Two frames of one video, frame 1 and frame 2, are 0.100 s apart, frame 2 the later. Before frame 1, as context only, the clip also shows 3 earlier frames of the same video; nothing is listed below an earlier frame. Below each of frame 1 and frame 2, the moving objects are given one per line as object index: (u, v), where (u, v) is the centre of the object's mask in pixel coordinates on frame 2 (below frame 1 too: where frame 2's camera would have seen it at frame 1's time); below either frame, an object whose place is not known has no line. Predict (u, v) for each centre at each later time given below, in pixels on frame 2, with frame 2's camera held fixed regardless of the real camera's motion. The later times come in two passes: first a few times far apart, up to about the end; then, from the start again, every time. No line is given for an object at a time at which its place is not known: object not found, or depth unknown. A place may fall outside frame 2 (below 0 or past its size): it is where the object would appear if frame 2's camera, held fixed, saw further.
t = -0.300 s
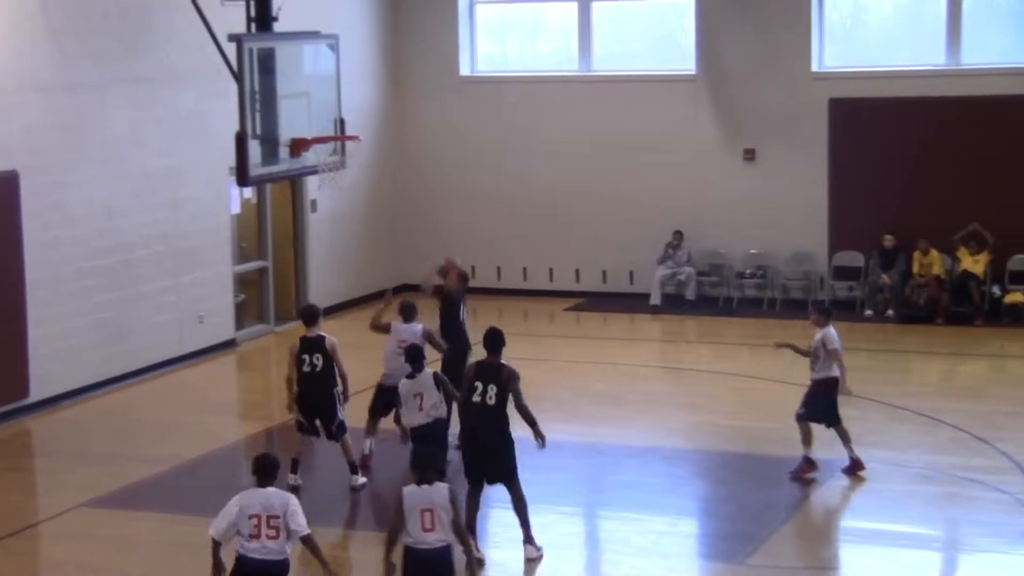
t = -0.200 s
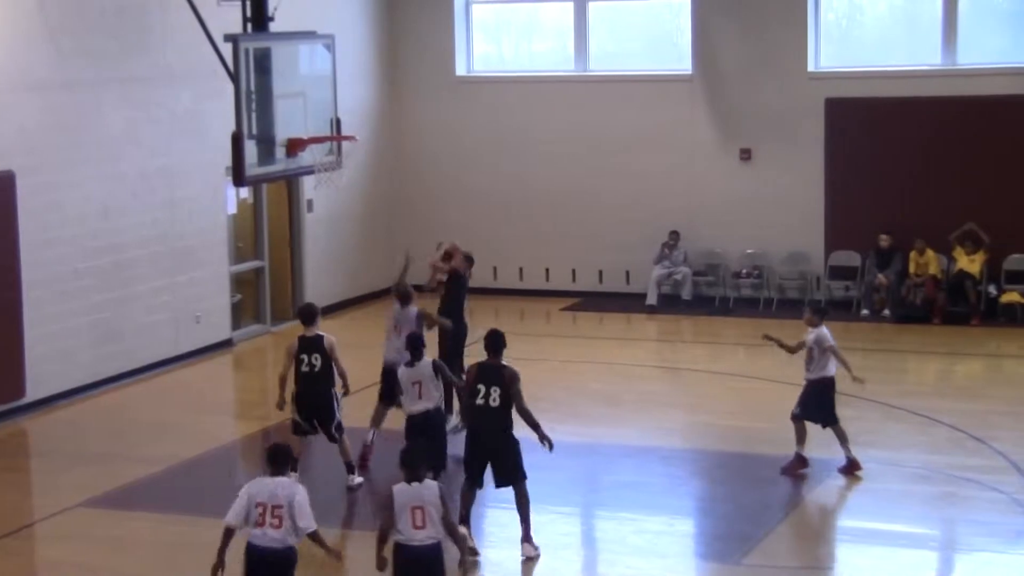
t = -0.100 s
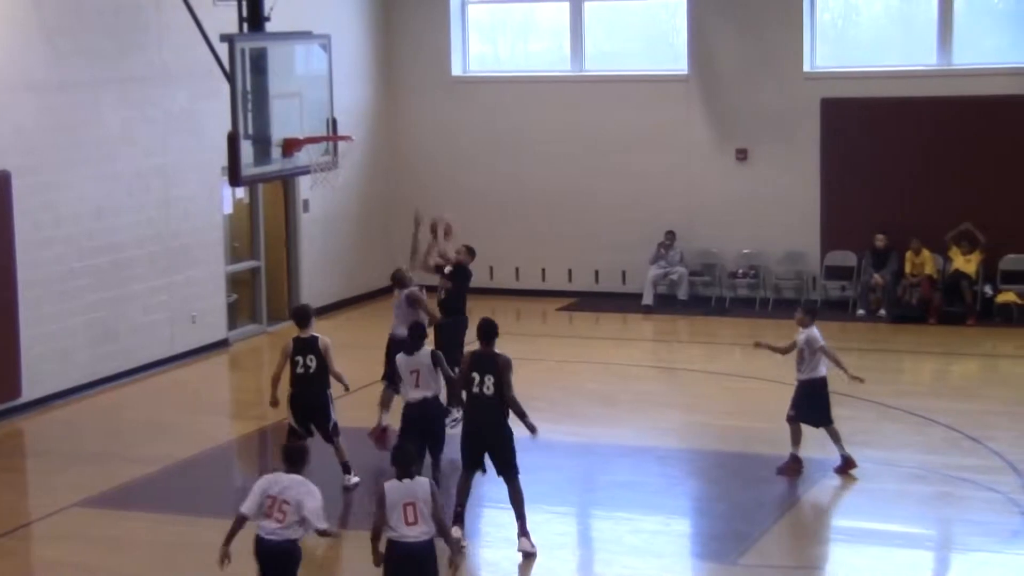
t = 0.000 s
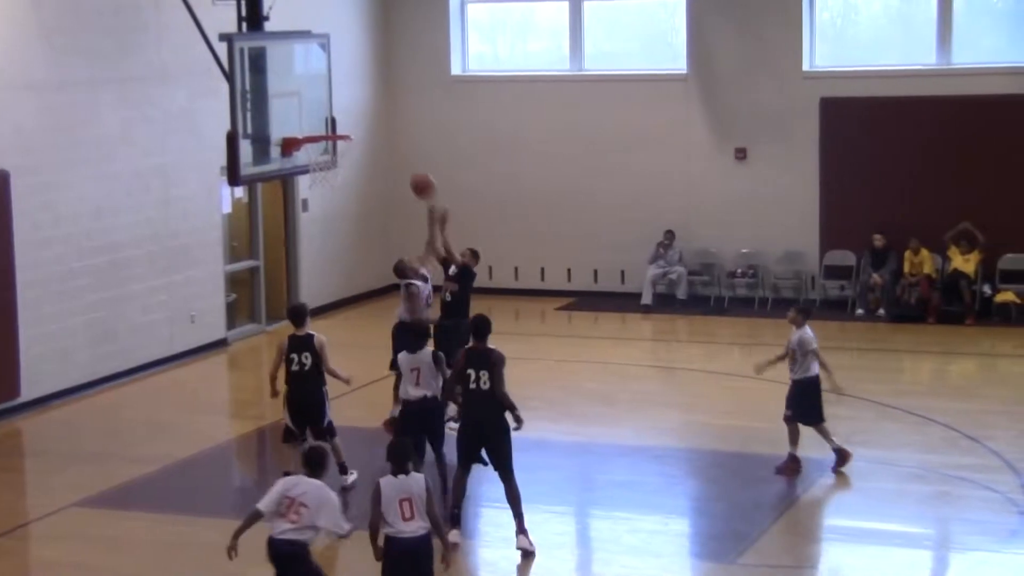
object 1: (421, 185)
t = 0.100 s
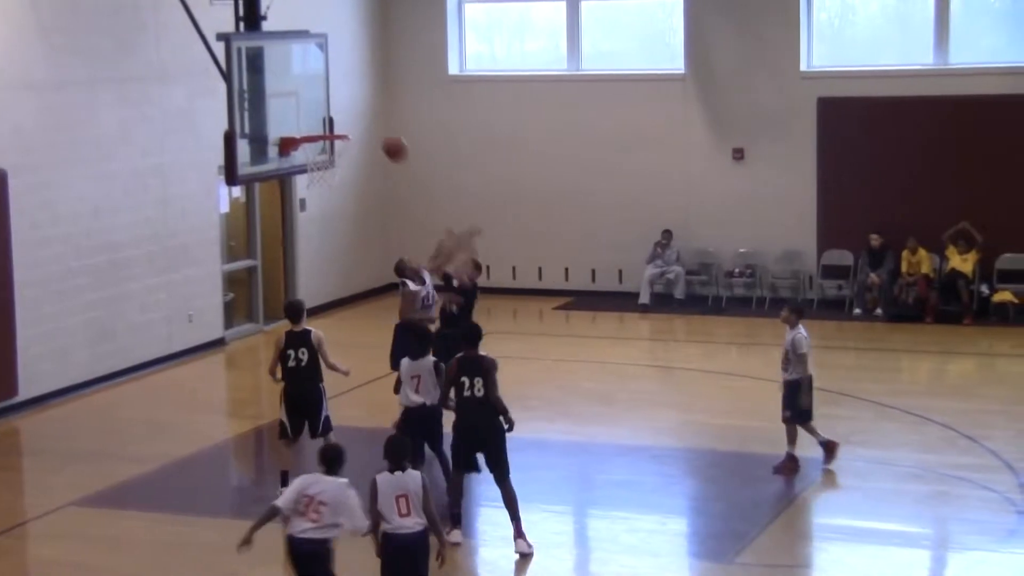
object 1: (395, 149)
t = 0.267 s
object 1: (352, 108)
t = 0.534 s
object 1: (314, 102)
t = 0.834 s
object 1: (330, 166)
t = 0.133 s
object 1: (387, 138)
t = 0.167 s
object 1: (378, 129)
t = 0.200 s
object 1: (370, 120)
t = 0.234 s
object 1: (361, 114)
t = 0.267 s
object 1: (352, 108)
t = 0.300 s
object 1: (344, 103)
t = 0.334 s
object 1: (335, 100)
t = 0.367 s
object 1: (327, 97)
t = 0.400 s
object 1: (318, 96)
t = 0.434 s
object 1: (310, 96)
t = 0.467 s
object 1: (310, 97)
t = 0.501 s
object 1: (312, 99)
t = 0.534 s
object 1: (314, 102)
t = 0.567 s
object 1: (315, 106)
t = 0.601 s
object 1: (317, 112)
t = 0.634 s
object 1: (320, 119)
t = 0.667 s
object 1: (322, 126)
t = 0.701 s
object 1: (323, 138)
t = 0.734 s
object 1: (327, 148)
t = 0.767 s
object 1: (328, 156)
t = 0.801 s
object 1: (329, 162)
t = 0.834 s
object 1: (330, 166)
